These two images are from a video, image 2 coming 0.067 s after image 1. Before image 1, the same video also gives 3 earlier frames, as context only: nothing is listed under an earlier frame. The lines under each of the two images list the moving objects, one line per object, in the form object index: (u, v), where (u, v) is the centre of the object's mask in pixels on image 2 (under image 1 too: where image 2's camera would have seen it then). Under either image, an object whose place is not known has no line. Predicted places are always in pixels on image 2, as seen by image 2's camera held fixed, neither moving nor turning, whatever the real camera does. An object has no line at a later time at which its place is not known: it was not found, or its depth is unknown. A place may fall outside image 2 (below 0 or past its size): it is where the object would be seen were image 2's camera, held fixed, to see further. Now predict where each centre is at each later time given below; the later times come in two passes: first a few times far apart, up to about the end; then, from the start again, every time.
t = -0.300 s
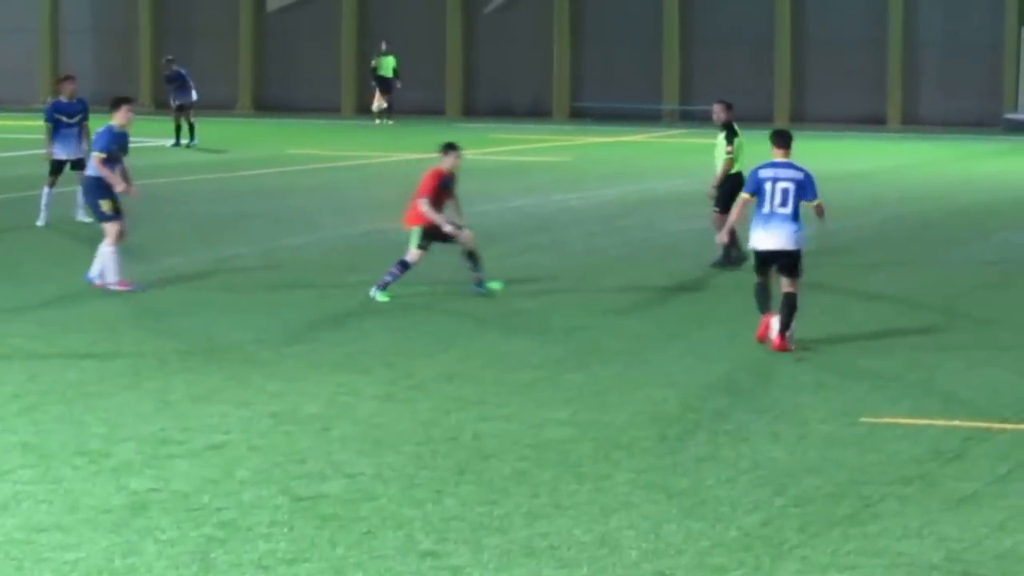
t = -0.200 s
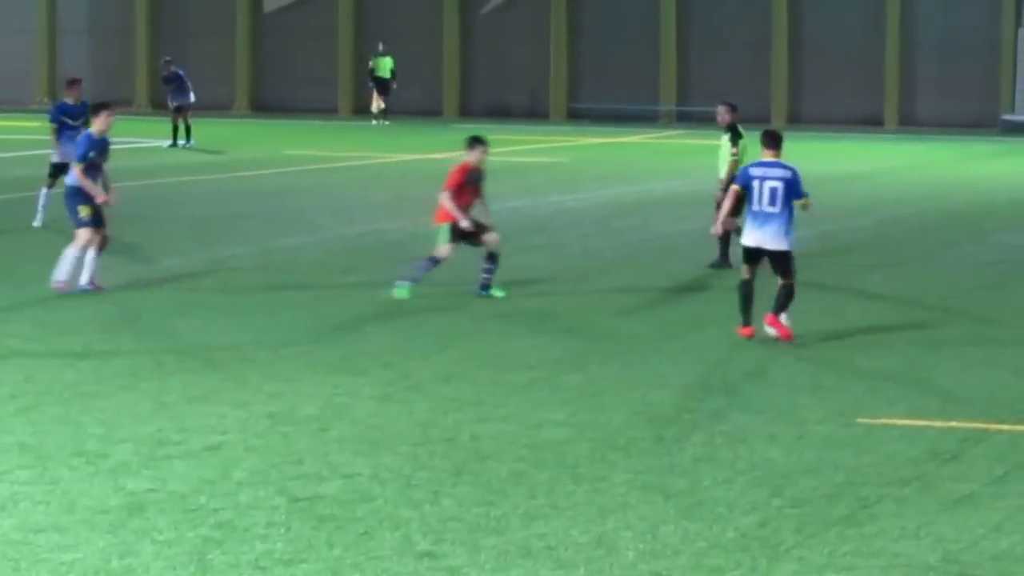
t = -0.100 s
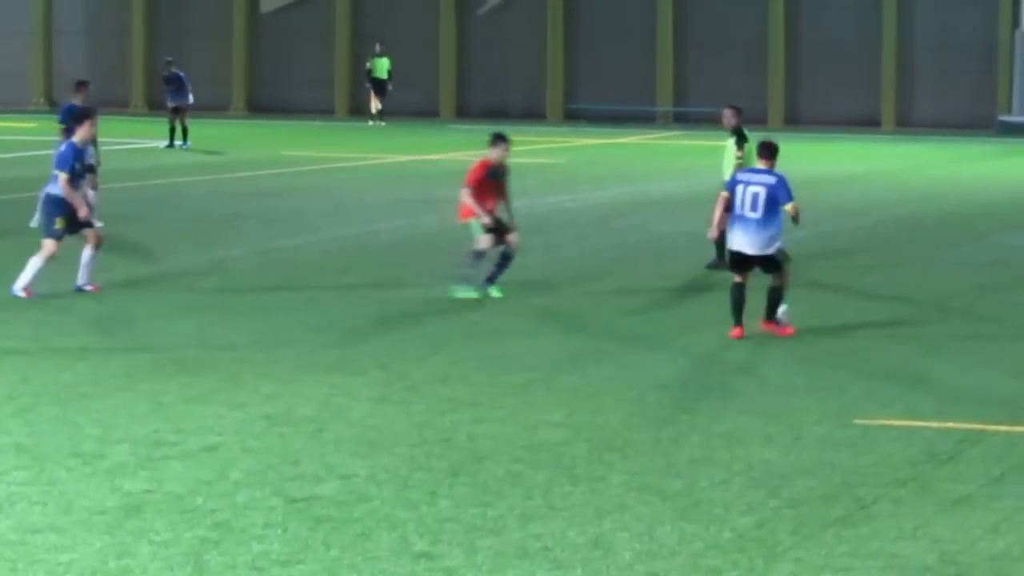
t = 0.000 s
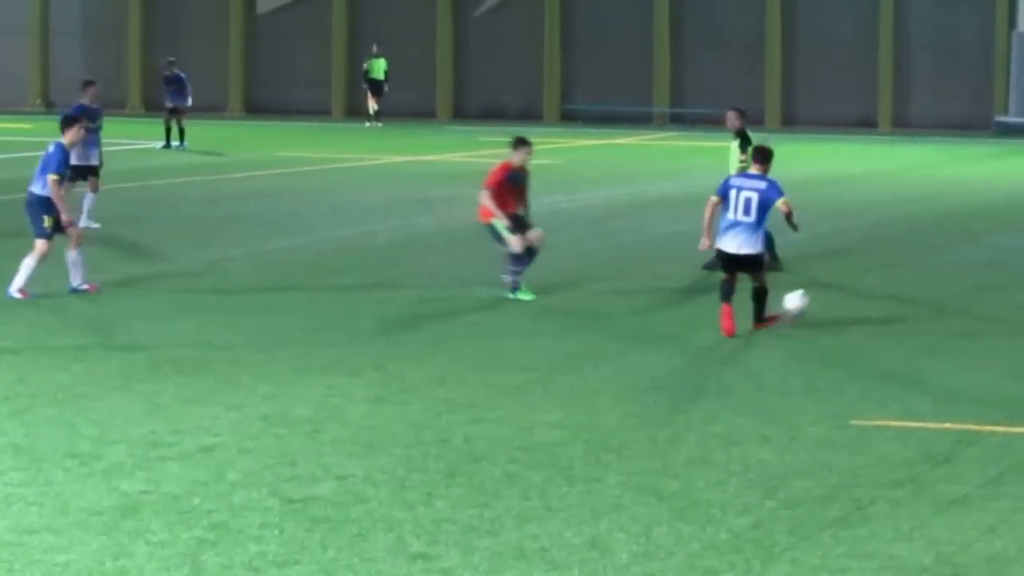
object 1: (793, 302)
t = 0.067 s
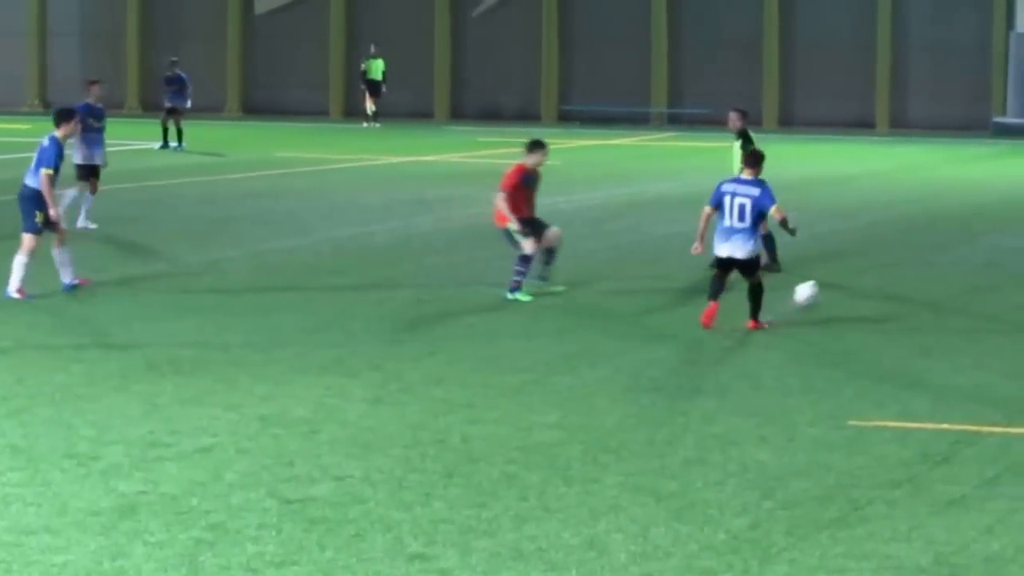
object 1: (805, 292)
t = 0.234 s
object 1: (833, 272)
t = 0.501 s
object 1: (865, 245)
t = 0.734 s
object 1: (885, 229)
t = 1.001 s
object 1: (901, 214)
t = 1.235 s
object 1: (910, 205)
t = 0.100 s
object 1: (811, 288)
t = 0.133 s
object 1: (817, 283)
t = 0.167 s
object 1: (822, 280)
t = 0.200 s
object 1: (828, 275)
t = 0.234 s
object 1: (833, 272)
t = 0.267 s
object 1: (838, 269)
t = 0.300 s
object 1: (843, 265)
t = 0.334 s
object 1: (847, 262)
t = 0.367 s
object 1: (851, 259)
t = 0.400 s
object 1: (855, 256)
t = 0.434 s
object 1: (859, 253)
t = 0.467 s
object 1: (862, 248)
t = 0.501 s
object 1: (865, 245)
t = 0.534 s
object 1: (868, 243)
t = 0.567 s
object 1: (871, 240)
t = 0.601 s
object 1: (875, 237)
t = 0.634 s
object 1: (878, 234)
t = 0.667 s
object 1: (880, 233)
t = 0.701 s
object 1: (883, 231)
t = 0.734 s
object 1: (885, 229)
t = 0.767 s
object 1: (887, 226)
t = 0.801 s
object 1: (889, 224)
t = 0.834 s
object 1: (892, 223)
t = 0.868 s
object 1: (893, 221)
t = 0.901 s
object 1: (895, 219)
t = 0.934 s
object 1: (897, 217)
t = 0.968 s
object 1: (899, 216)
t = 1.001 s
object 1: (901, 214)
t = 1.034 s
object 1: (903, 212)
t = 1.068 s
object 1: (904, 209)
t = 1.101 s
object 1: (905, 207)
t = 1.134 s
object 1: (907, 206)
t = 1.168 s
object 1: (908, 207)
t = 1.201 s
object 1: (910, 206)
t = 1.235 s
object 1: (910, 205)
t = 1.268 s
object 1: (912, 204)
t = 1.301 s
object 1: (913, 203)
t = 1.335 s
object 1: (914, 205)
